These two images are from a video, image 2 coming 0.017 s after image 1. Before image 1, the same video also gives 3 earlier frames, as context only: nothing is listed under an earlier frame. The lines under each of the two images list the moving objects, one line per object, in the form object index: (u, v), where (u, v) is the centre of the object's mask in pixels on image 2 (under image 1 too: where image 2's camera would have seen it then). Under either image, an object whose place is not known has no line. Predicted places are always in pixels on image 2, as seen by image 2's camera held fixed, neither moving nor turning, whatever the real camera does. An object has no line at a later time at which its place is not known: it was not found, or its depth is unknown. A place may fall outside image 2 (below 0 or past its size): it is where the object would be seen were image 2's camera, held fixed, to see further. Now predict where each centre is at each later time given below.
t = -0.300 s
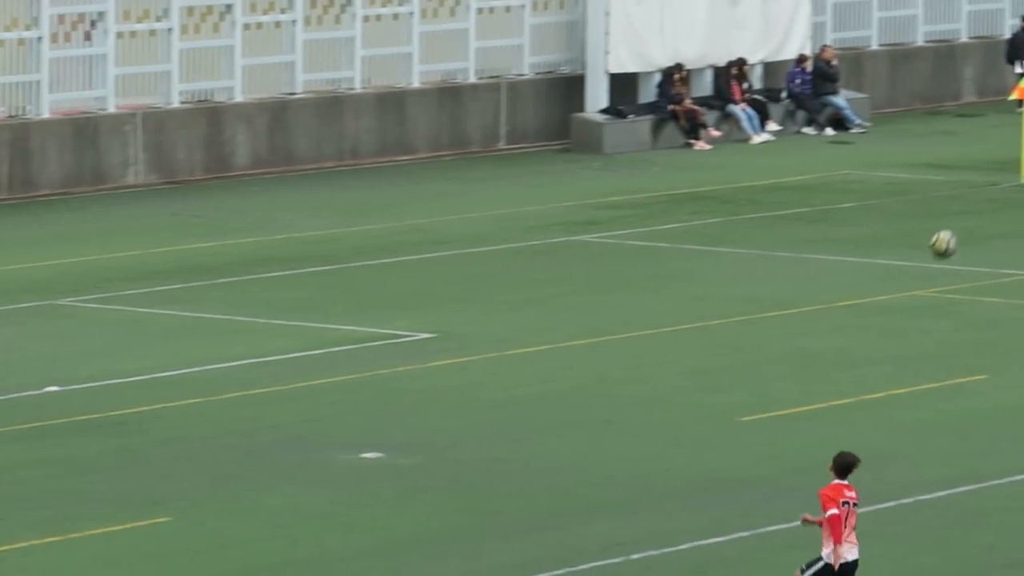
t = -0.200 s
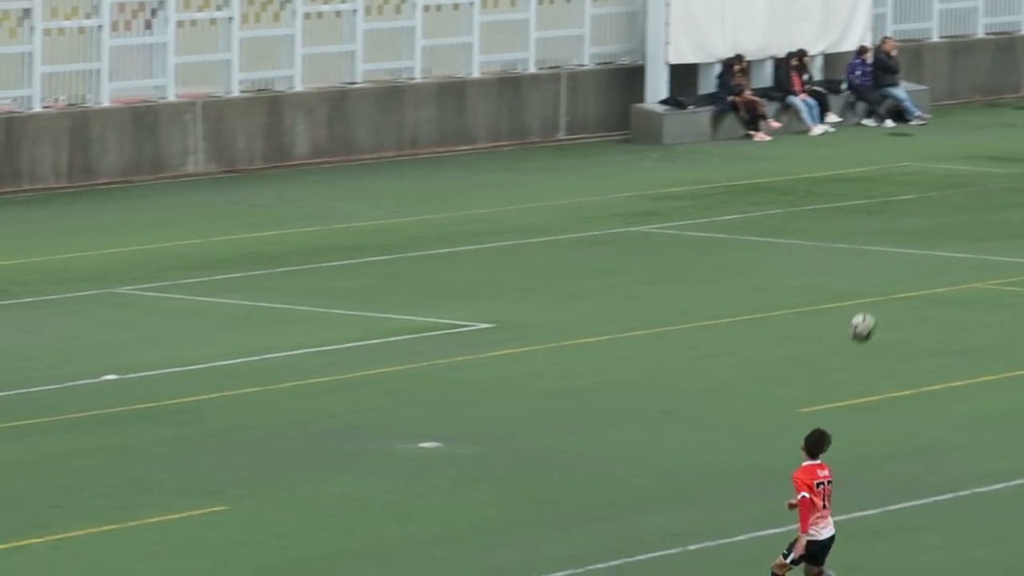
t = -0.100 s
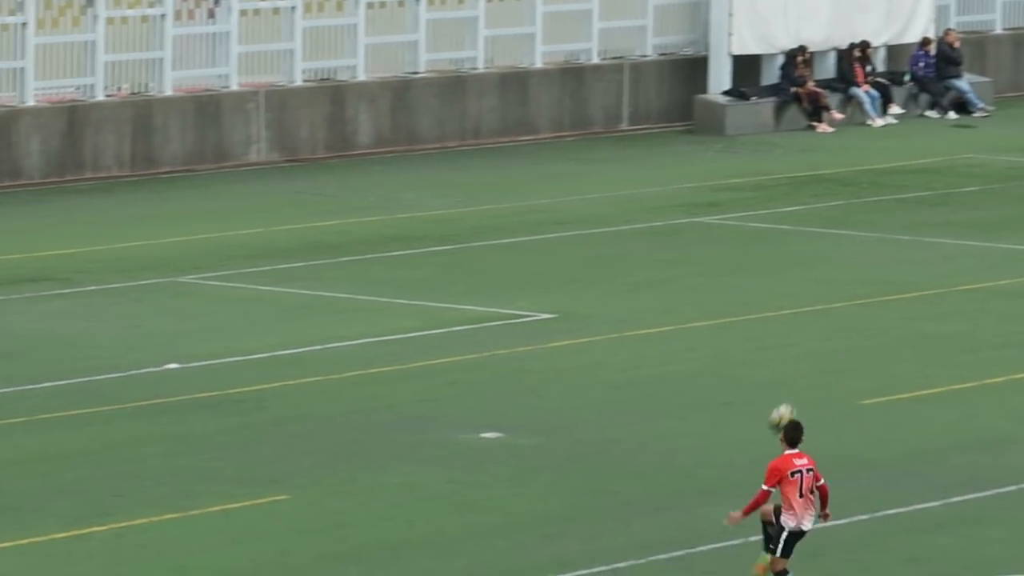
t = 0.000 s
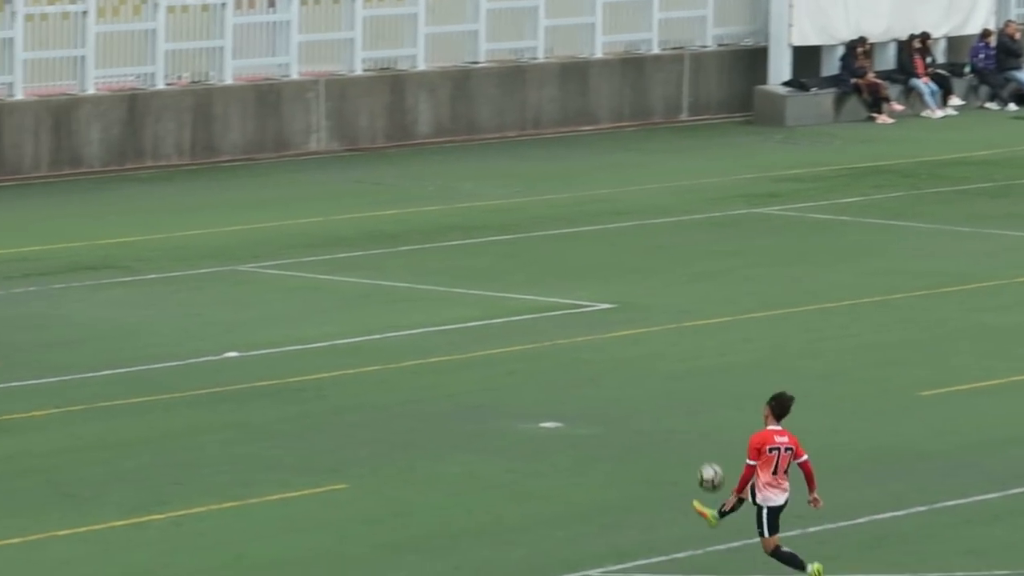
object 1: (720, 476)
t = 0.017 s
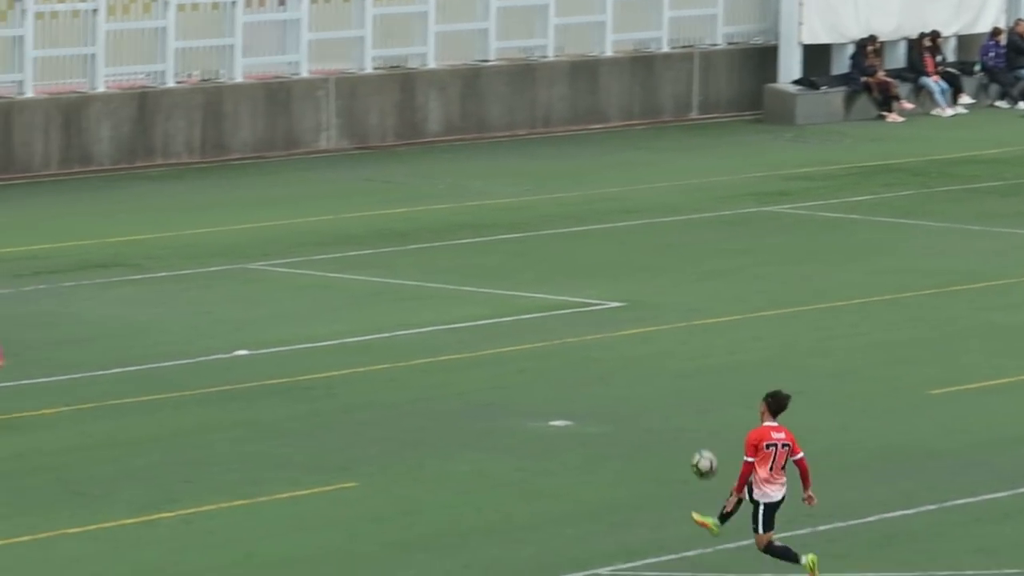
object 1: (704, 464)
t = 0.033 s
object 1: (688, 453)
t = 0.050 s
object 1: (672, 443)
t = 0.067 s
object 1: (656, 433)
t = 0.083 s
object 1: (641, 423)
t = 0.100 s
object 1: (625, 414)
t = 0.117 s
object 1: (609, 405)
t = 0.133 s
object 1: (594, 396)
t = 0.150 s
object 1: (578, 388)
